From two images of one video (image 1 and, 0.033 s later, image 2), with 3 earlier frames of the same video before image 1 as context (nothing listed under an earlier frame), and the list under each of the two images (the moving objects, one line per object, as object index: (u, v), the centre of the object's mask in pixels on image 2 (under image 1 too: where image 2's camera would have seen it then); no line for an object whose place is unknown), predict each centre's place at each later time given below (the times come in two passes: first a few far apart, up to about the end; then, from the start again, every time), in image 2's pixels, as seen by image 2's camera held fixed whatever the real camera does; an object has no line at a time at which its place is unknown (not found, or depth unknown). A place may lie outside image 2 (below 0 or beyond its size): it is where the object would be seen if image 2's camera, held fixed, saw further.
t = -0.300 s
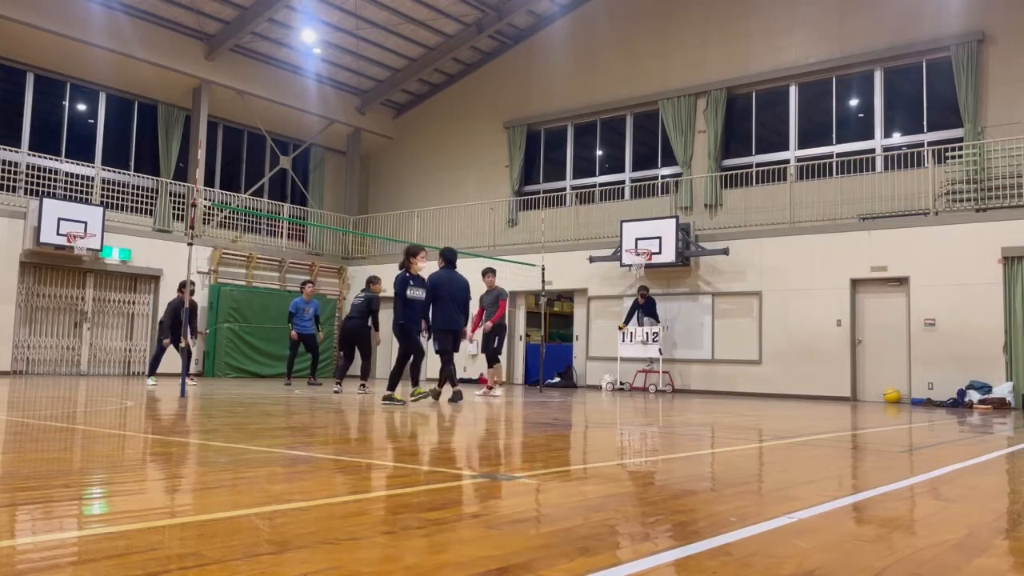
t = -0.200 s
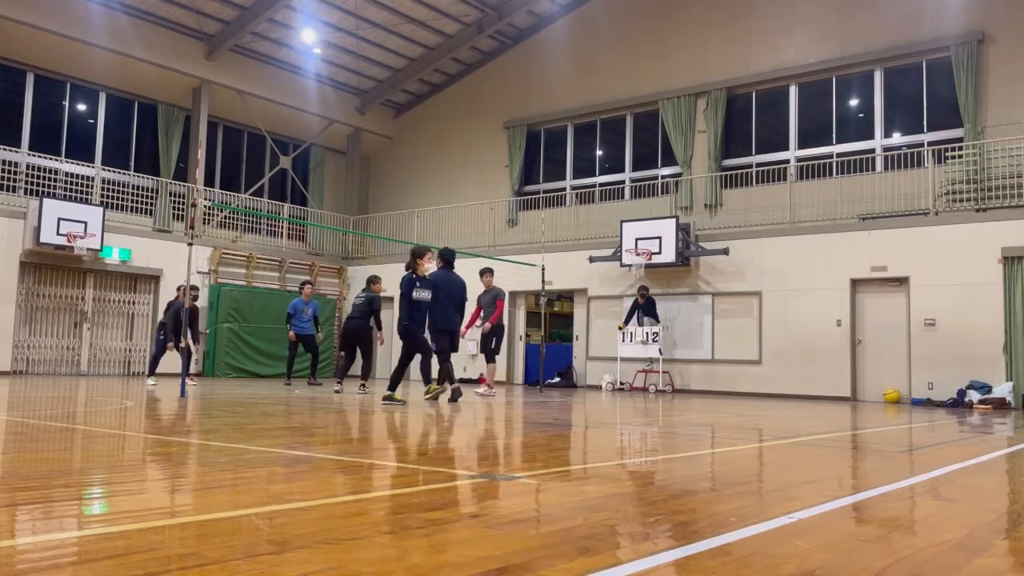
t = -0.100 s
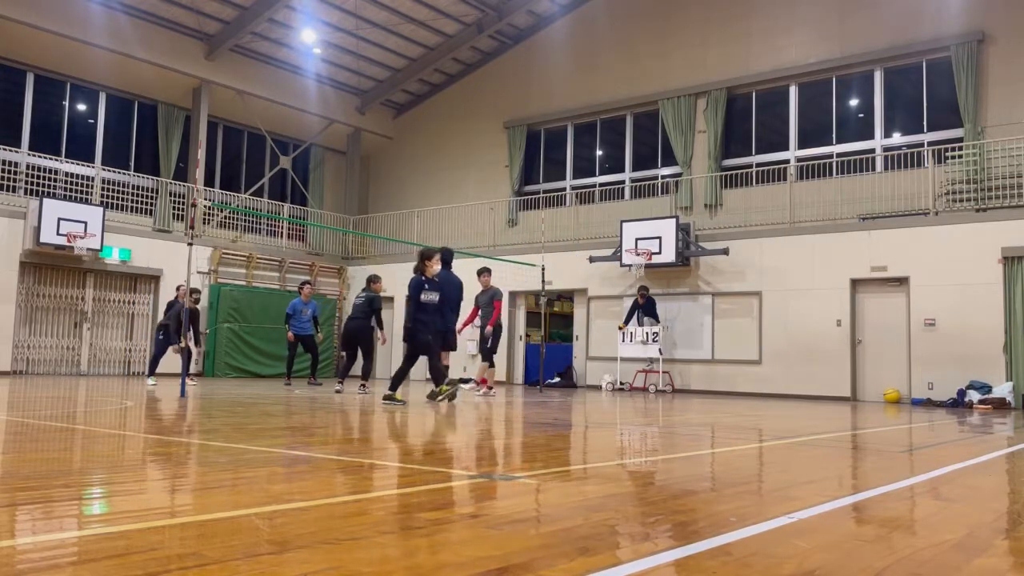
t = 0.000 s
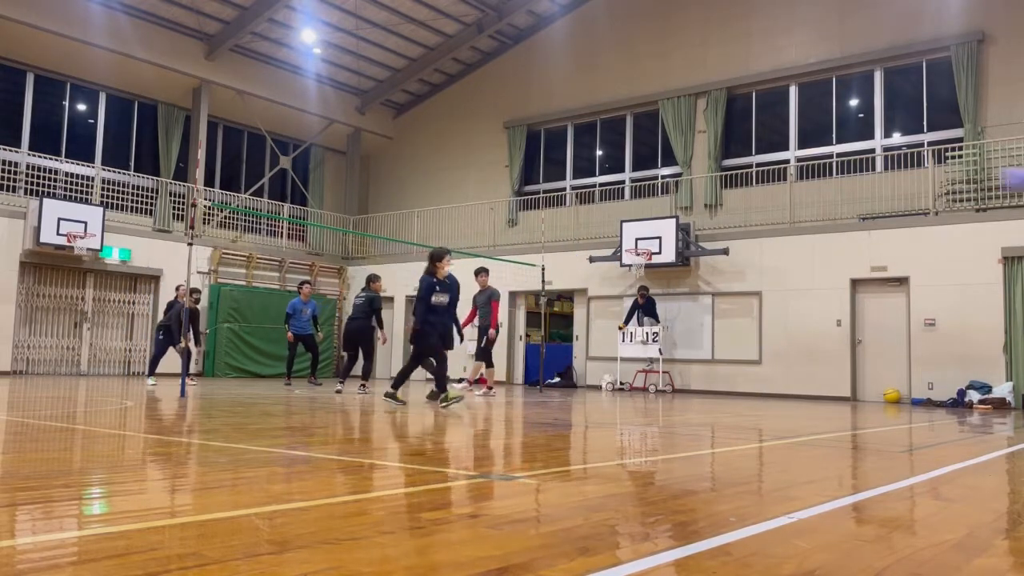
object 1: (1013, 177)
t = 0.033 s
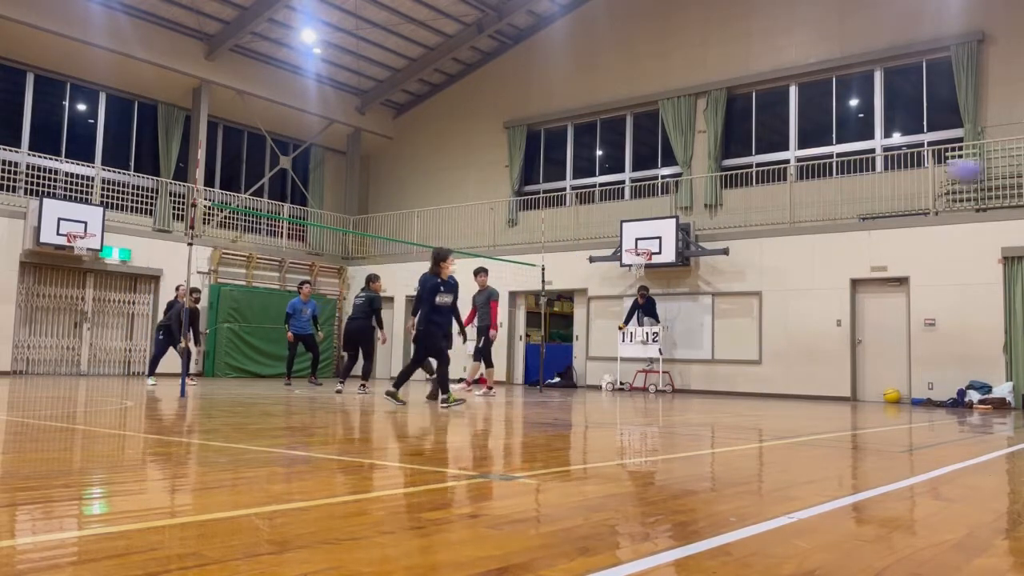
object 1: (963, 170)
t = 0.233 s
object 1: (719, 144)
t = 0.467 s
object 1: (522, 164)
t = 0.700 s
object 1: (382, 202)
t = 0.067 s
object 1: (915, 163)
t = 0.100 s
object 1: (870, 156)
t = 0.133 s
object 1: (829, 151)
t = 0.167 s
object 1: (788, 147)
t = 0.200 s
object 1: (751, 145)
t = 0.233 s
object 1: (719, 144)
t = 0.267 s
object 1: (684, 144)
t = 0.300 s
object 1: (652, 147)
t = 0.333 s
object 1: (624, 150)
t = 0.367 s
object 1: (596, 153)
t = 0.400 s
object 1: (570, 156)
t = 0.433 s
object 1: (545, 160)
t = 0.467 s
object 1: (522, 164)
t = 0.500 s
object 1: (497, 169)
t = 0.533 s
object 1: (476, 175)
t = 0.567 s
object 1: (457, 180)
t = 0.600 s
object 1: (436, 186)
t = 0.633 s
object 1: (418, 191)
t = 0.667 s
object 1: (399, 196)
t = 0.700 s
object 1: (382, 202)
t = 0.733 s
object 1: (365, 207)
